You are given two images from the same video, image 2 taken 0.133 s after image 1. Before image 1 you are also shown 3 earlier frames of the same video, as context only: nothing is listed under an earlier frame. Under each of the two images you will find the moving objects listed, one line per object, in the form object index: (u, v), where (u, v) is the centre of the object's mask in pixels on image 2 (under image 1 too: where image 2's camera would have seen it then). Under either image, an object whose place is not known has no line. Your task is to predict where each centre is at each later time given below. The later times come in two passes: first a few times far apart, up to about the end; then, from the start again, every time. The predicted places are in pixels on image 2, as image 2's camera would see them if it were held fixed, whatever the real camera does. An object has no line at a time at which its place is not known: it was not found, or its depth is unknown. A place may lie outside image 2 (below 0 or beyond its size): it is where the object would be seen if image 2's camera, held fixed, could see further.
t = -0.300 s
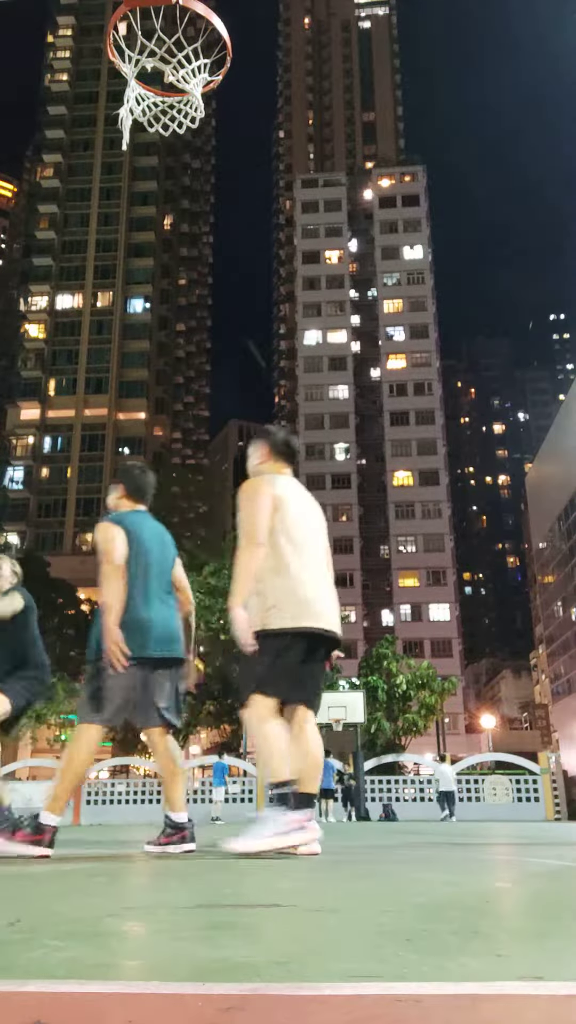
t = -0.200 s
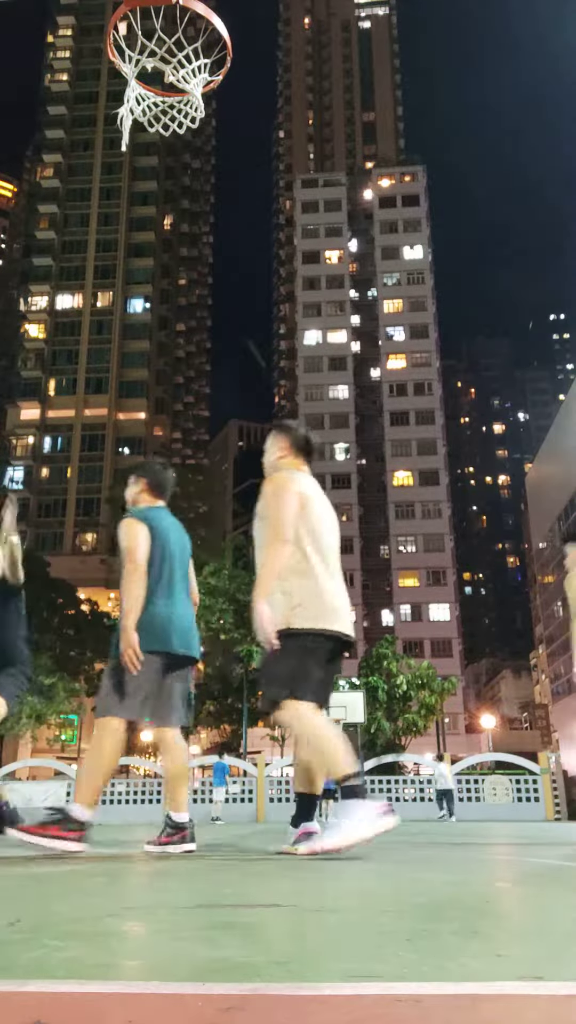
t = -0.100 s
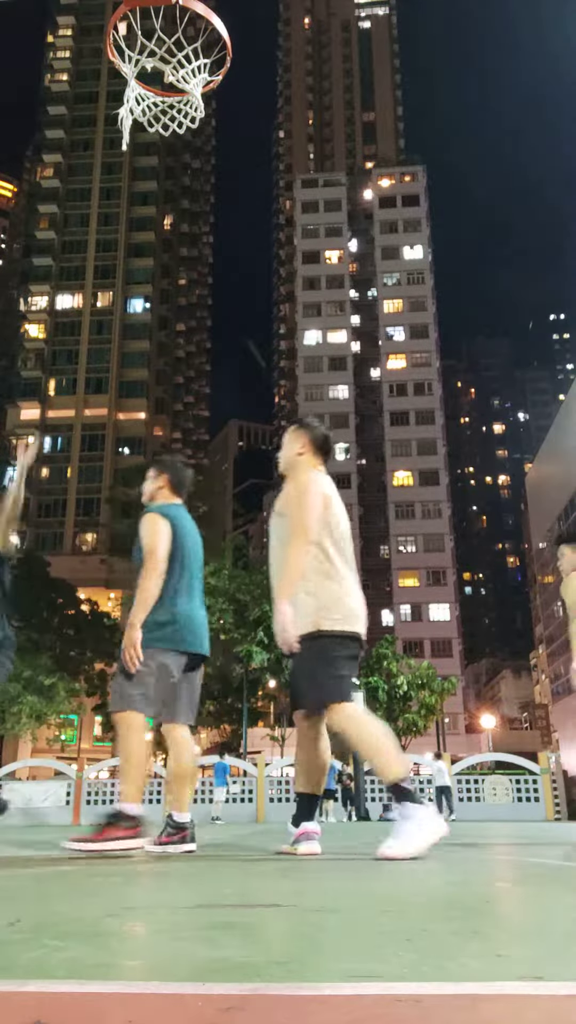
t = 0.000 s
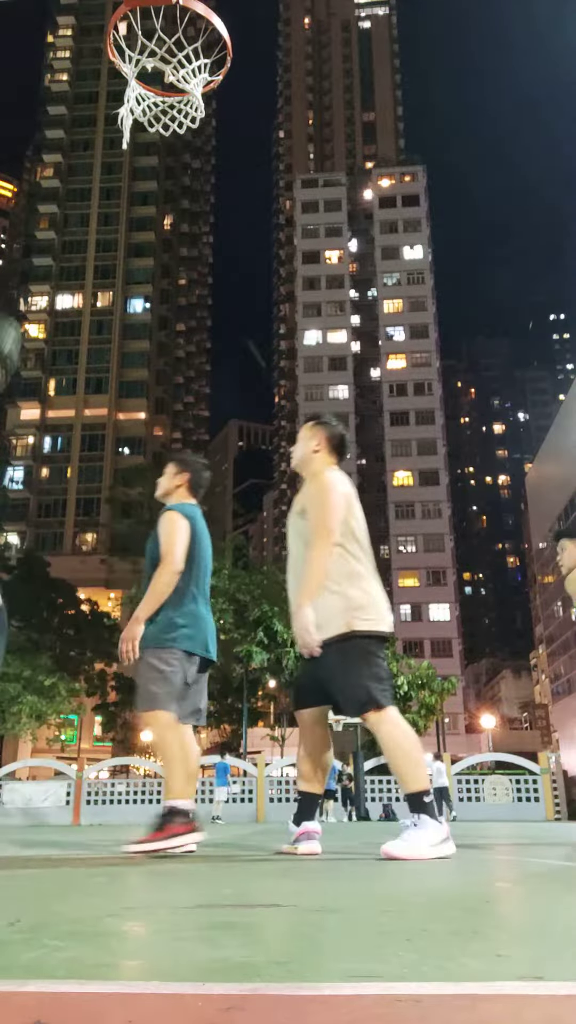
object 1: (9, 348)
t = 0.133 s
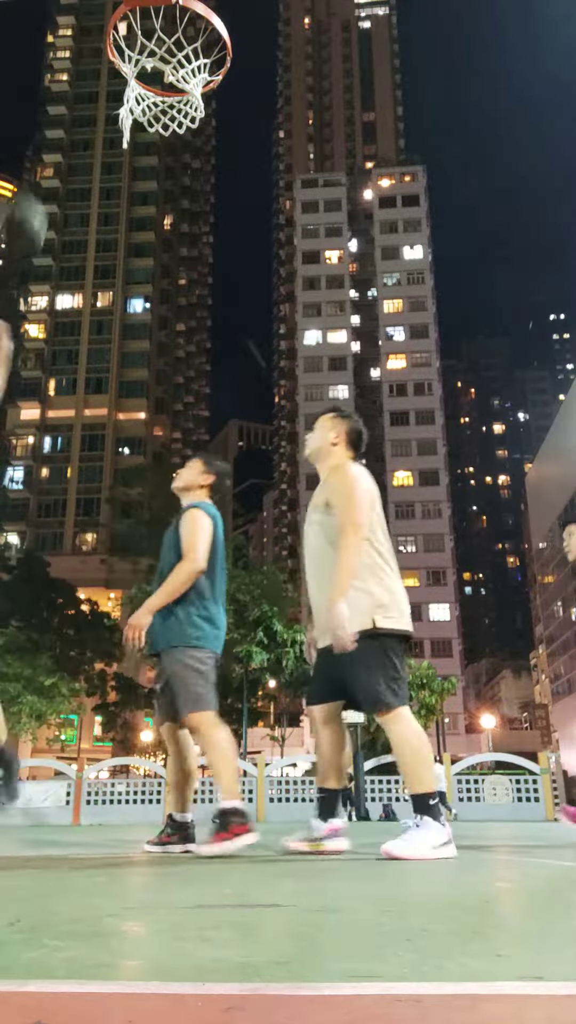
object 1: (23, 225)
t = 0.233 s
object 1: (37, 146)
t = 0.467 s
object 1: (78, 26)
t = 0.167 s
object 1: (27, 190)
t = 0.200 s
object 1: (33, 164)
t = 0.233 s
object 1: (37, 146)
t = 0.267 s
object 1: (42, 125)
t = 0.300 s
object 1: (48, 106)
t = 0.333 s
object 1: (54, 88)
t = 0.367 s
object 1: (60, 69)
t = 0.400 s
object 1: (66, 50)
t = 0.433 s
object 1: (71, 36)
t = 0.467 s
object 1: (78, 26)
